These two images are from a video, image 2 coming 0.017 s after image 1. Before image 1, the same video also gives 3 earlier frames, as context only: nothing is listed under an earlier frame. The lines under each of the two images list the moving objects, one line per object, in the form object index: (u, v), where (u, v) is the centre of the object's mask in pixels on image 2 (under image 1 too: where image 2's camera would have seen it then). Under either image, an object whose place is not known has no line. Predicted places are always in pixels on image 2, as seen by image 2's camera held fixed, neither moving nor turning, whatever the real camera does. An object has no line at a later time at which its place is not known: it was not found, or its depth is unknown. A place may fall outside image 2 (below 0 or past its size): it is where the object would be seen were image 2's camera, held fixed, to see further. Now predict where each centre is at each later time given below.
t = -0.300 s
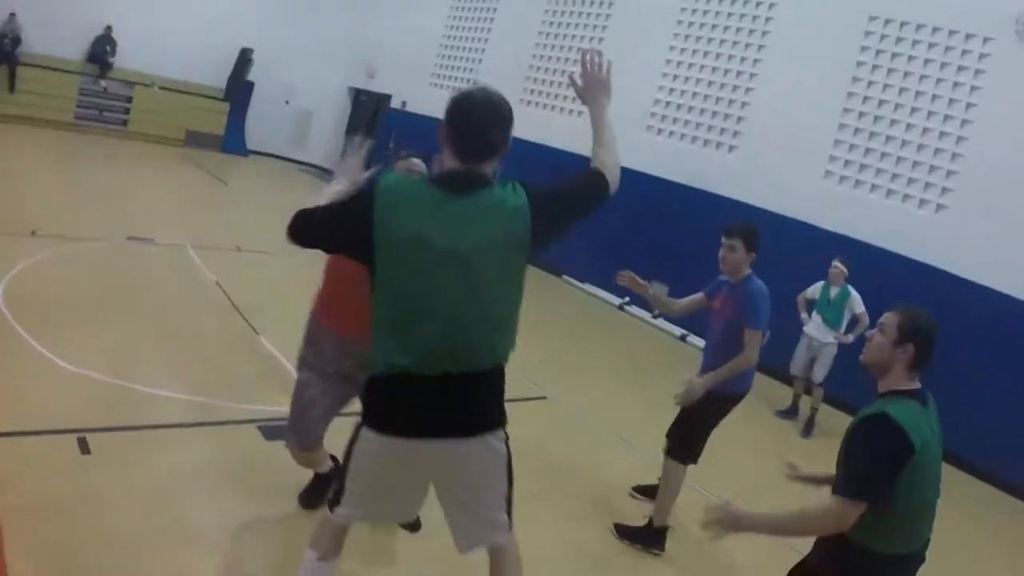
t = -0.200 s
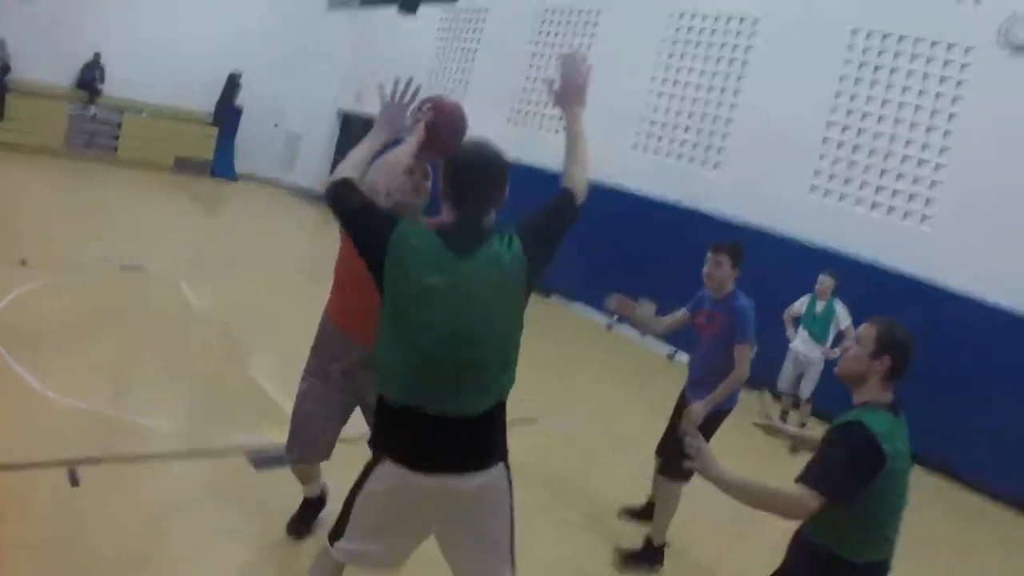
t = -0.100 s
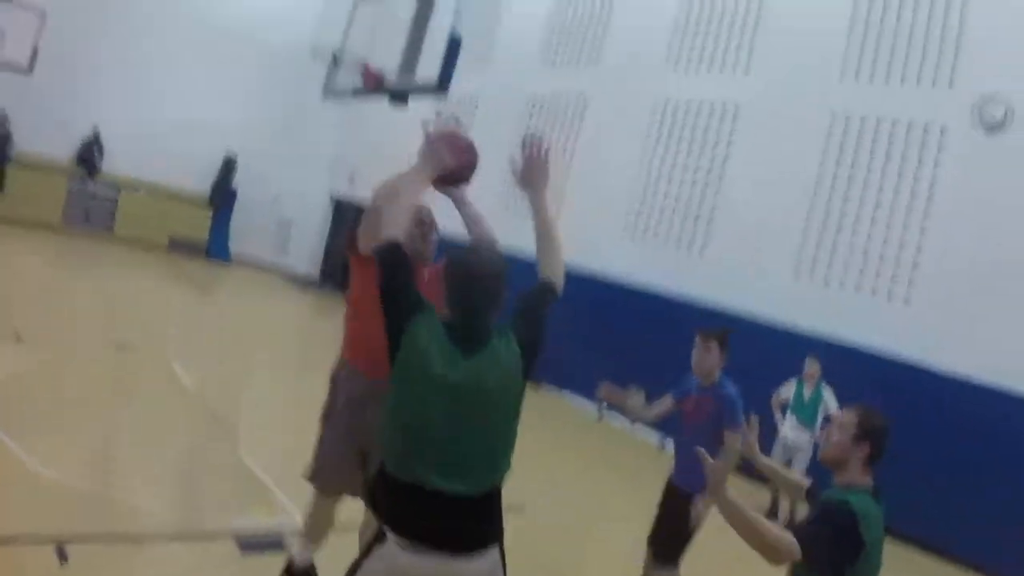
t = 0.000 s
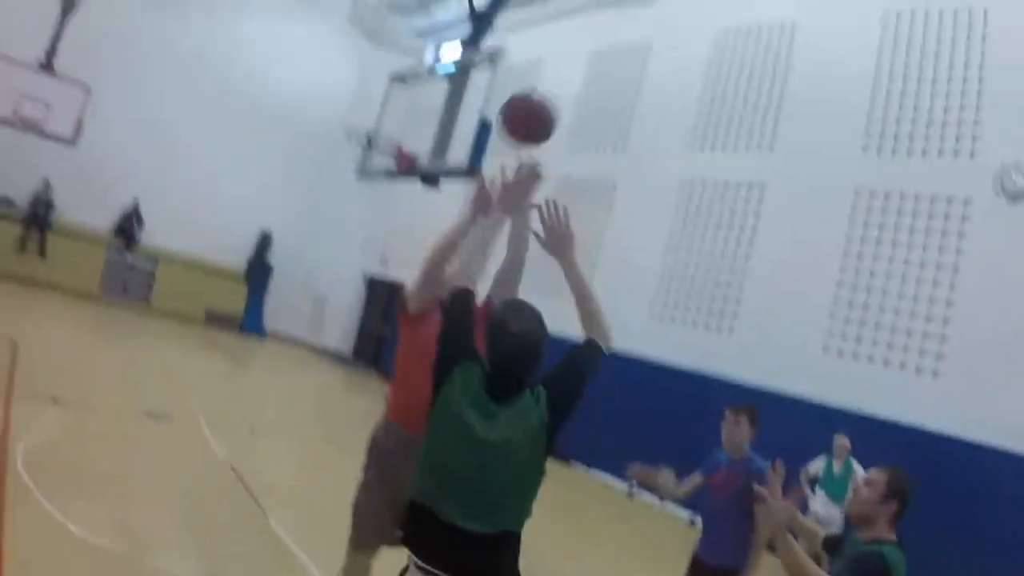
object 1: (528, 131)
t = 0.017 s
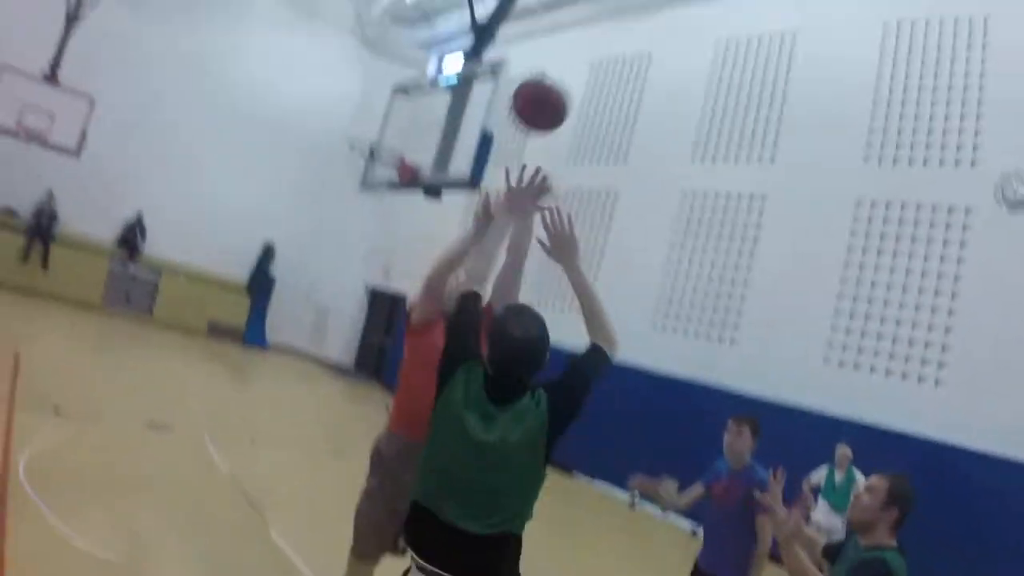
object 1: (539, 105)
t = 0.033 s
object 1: (551, 79)
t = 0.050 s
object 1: (565, 51)
